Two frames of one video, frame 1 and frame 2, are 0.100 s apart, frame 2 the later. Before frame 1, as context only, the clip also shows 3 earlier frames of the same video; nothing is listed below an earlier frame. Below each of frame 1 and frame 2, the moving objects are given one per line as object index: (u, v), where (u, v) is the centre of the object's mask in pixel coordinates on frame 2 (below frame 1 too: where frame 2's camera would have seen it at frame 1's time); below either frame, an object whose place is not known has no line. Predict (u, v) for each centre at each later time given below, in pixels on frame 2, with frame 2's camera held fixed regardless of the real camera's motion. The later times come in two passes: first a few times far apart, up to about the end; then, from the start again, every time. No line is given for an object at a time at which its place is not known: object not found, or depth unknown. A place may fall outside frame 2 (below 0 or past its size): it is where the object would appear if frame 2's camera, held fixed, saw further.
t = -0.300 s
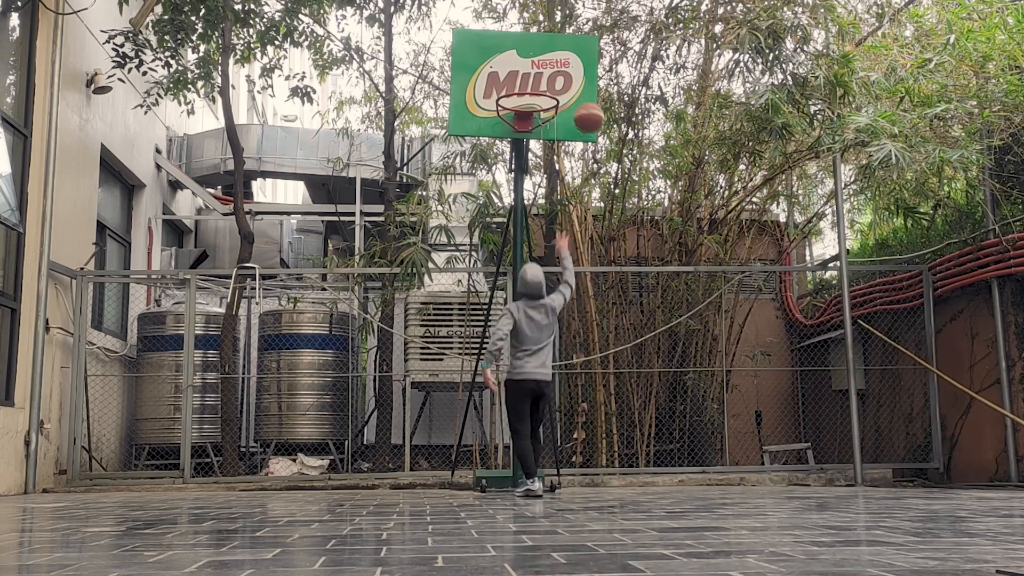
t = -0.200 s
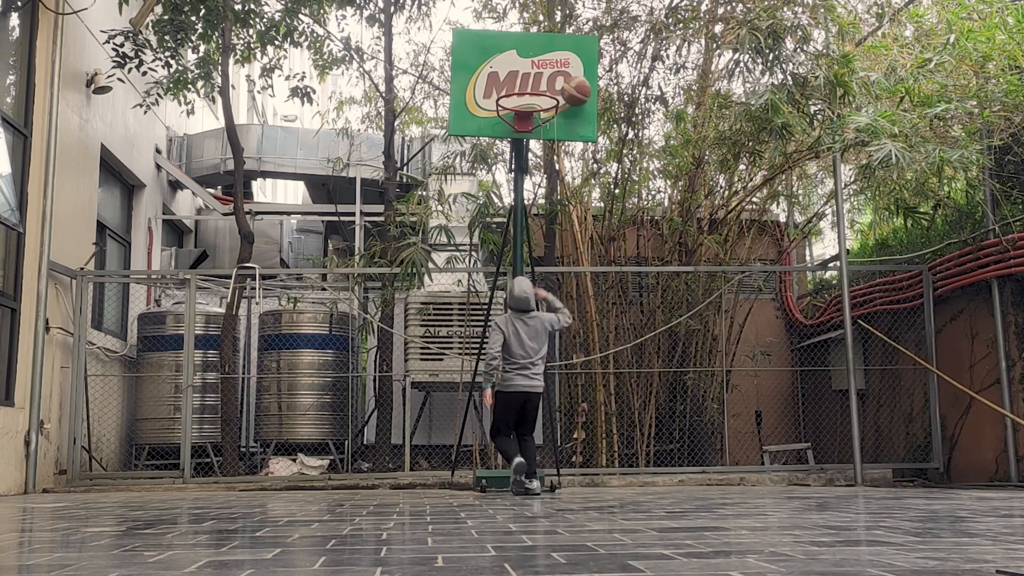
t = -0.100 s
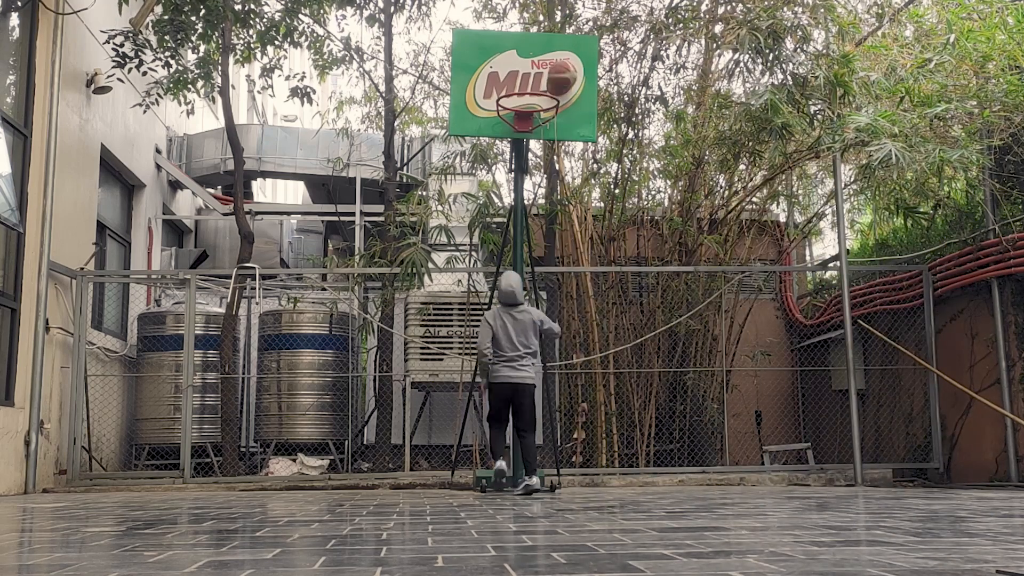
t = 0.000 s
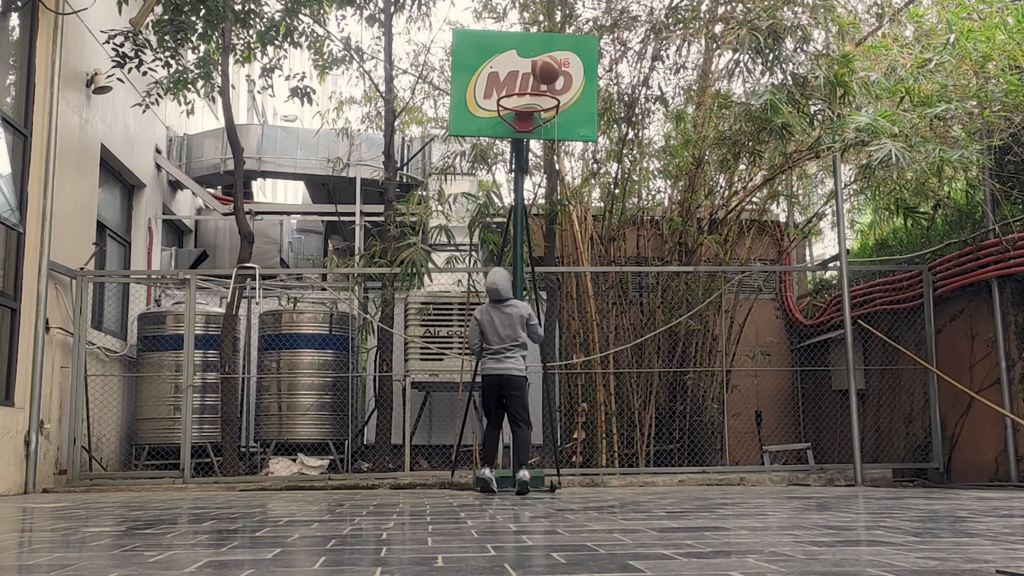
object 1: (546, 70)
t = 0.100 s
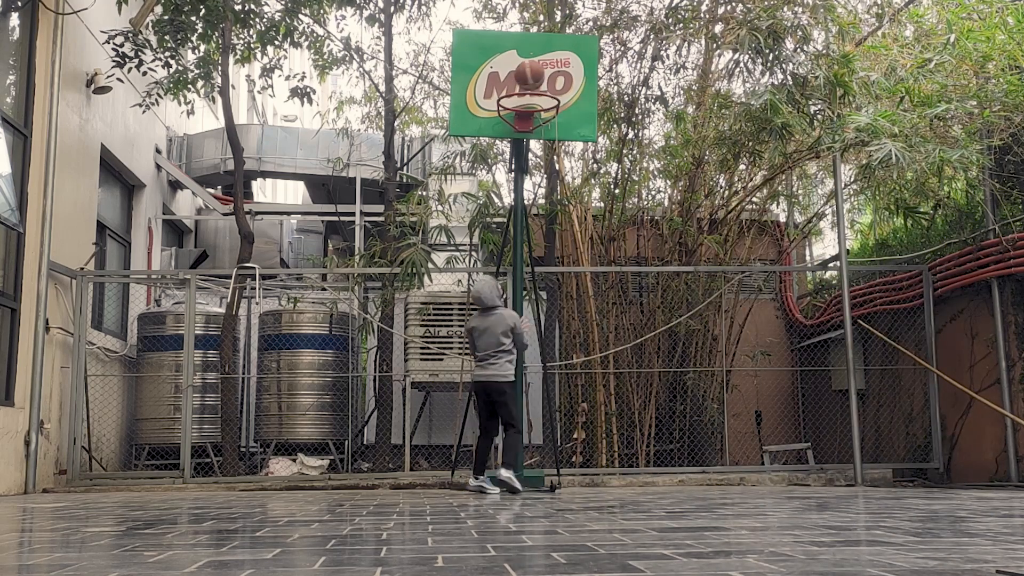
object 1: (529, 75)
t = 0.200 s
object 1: (514, 94)
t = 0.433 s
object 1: (561, 151)
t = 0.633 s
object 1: (602, 254)
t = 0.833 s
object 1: (644, 412)
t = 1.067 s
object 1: (677, 369)
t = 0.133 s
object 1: (524, 79)
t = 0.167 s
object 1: (518, 86)
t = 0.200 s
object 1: (514, 94)
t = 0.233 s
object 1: (520, 98)
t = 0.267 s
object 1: (527, 104)
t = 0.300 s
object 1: (534, 110)
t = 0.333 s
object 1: (540, 118)
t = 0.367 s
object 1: (547, 128)
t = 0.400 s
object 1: (553, 140)
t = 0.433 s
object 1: (561, 151)
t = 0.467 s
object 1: (568, 166)
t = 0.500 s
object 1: (574, 182)
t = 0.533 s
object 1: (581, 197)
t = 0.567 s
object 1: (587, 215)
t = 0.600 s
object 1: (595, 234)
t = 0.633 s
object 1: (602, 254)
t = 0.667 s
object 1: (609, 278)
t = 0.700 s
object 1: (615, 301)
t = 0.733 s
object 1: (623, 326)
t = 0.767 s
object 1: (630, 353)
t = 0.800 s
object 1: (637, 382)
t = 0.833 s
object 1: (644, 412)
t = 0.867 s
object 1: (652, 444)
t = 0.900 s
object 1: (659, 477)
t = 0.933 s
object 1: (663, 455)
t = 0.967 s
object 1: (666, 433)
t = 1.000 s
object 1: (670, 410)
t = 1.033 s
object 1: (673, 390)
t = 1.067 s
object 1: (677, 369)
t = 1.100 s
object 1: (680, 352)
